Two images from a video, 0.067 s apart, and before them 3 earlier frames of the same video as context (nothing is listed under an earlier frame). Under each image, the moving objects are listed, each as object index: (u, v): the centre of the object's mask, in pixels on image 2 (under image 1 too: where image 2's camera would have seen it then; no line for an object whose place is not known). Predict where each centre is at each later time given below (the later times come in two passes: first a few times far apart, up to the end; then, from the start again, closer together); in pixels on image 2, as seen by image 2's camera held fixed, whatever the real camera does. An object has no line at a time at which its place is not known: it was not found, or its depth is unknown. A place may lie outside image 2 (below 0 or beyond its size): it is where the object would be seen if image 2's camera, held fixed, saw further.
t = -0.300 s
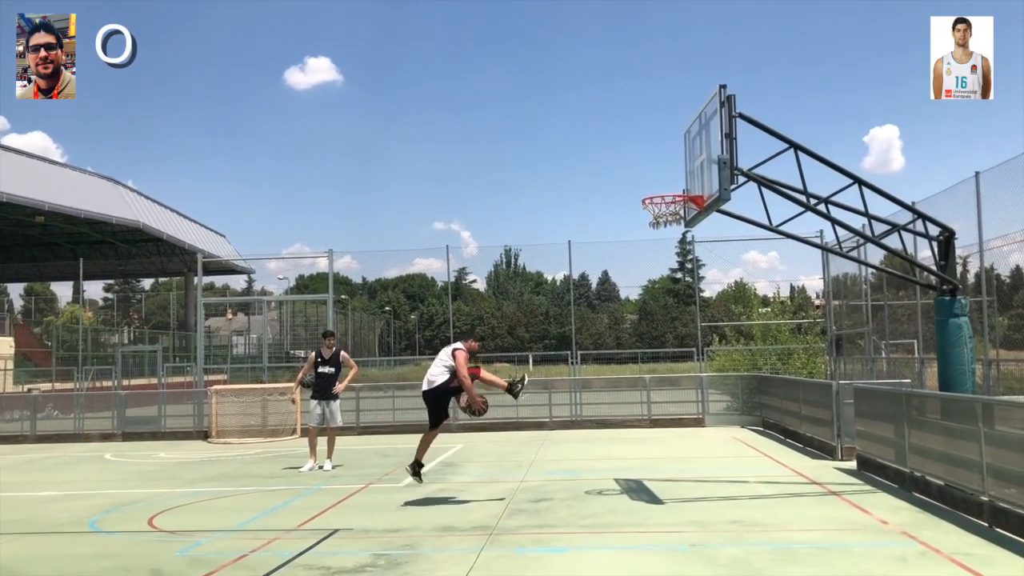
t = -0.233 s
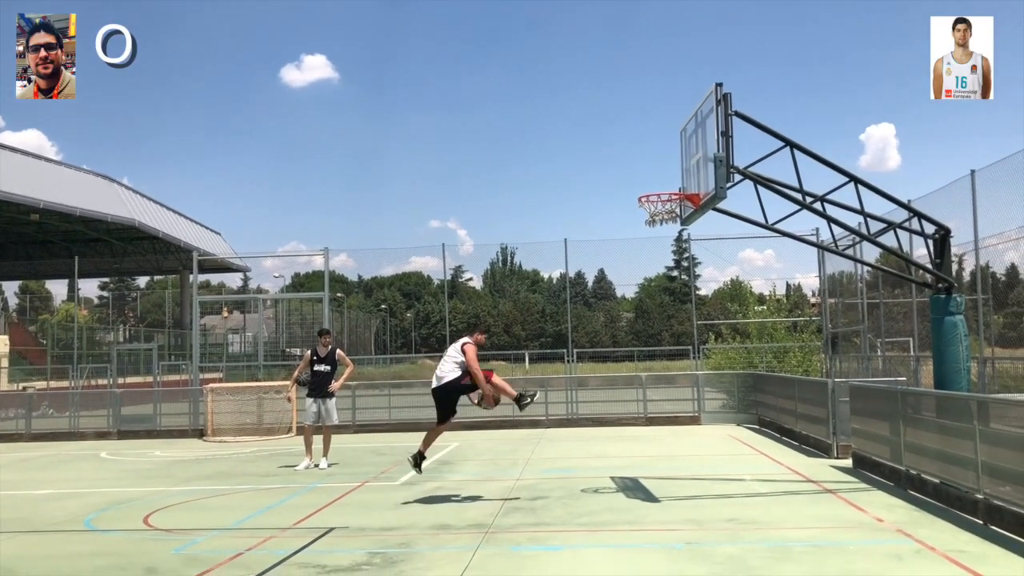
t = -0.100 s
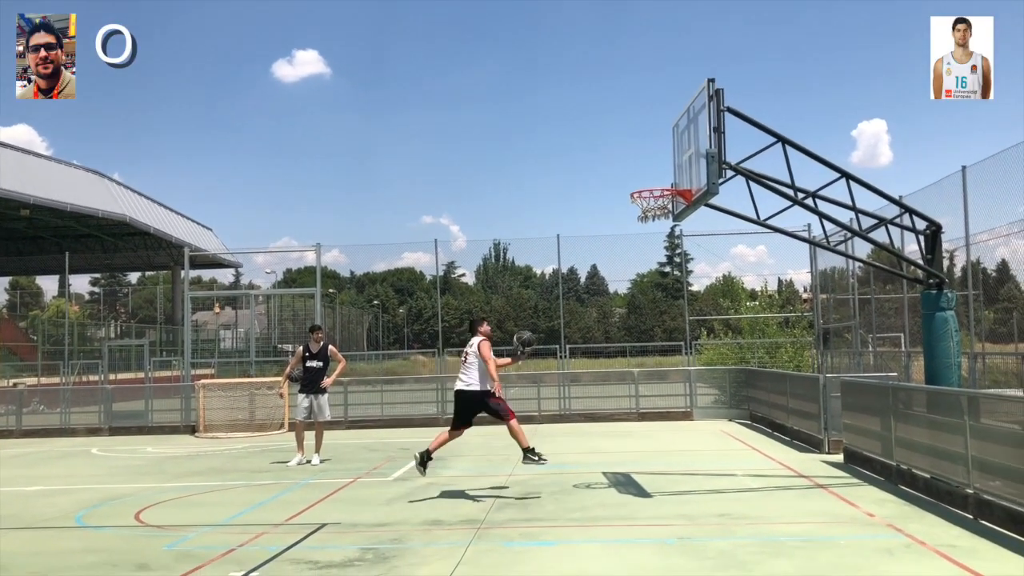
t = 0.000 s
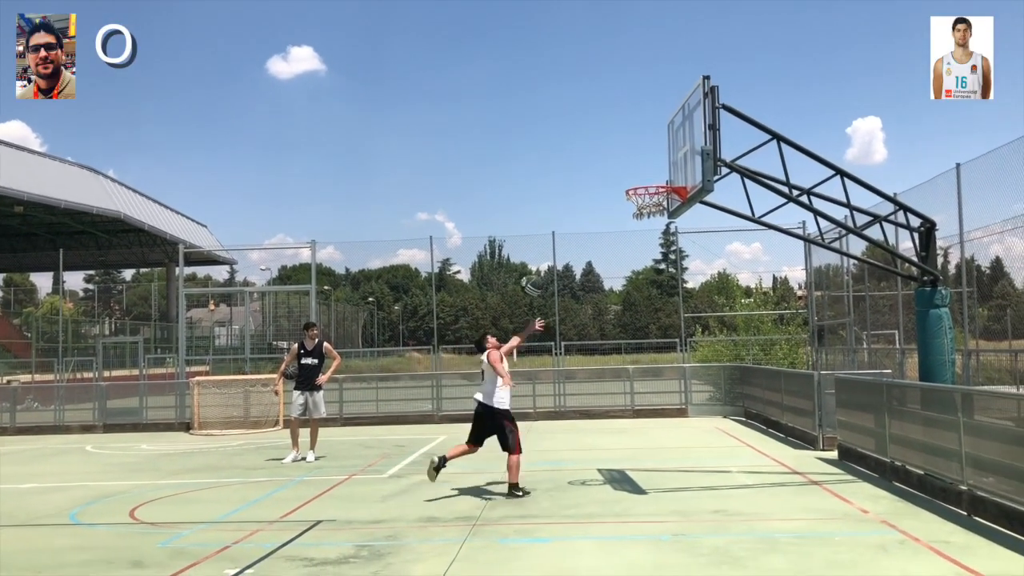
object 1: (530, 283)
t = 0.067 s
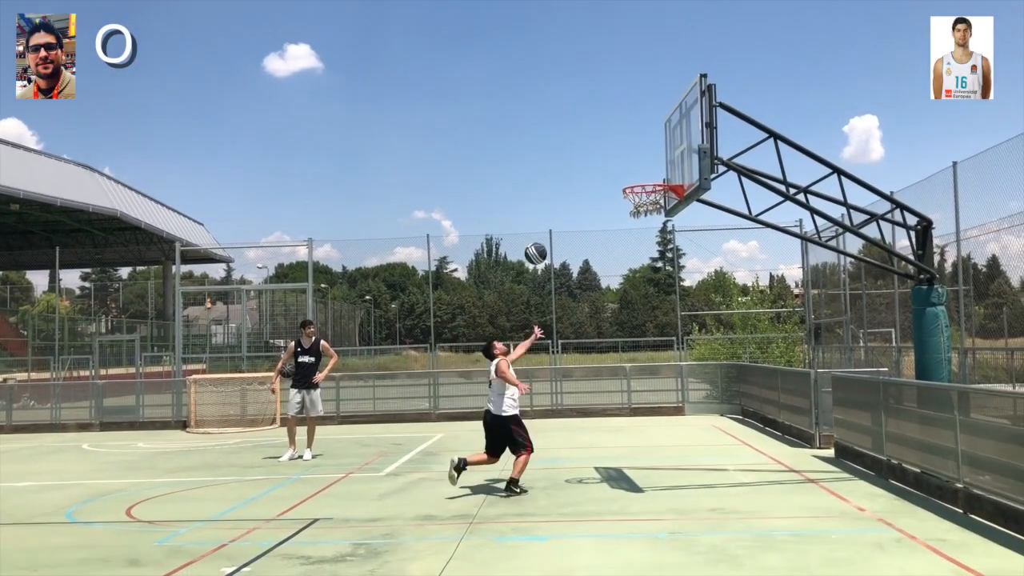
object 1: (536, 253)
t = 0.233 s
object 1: (554, 194)
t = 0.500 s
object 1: (585, 151)
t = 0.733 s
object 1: (615, 166)
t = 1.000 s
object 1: (630, 166)
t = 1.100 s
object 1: (633, 170)
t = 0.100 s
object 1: (539, 239)
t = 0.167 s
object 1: (546, 215)
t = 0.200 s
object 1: (550, 204)
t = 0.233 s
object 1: (554, 194)
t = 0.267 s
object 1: (557, 185)
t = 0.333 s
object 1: (565, 171)
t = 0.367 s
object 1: (569, 165)
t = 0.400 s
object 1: (573, 160)
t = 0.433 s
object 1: (577, 156)
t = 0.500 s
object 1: (585, 151)
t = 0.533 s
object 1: (589, 151)
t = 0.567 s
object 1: (593, 151)
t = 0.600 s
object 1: (598, 152)
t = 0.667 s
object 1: (606, 157)
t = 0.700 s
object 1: (610, 161)
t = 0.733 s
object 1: (615, 166)
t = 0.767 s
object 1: (619, 172)
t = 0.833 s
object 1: (626, 179)
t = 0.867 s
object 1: (627, 175)
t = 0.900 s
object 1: (628, 171)
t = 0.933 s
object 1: (628, 168)
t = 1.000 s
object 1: (630, 166)
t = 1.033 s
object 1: (631, 167)
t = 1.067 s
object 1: (632, 168)
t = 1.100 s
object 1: (633, 170)
